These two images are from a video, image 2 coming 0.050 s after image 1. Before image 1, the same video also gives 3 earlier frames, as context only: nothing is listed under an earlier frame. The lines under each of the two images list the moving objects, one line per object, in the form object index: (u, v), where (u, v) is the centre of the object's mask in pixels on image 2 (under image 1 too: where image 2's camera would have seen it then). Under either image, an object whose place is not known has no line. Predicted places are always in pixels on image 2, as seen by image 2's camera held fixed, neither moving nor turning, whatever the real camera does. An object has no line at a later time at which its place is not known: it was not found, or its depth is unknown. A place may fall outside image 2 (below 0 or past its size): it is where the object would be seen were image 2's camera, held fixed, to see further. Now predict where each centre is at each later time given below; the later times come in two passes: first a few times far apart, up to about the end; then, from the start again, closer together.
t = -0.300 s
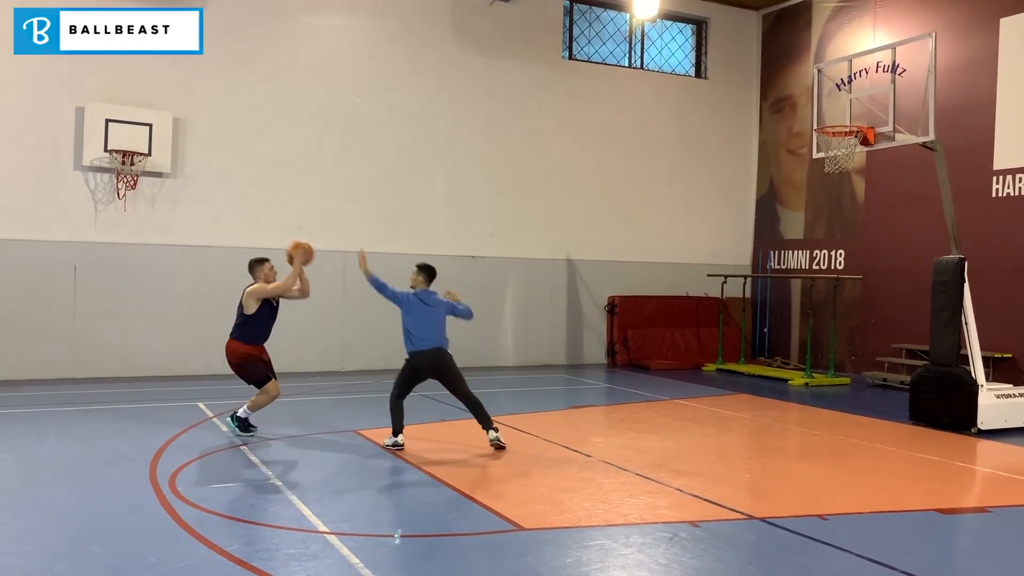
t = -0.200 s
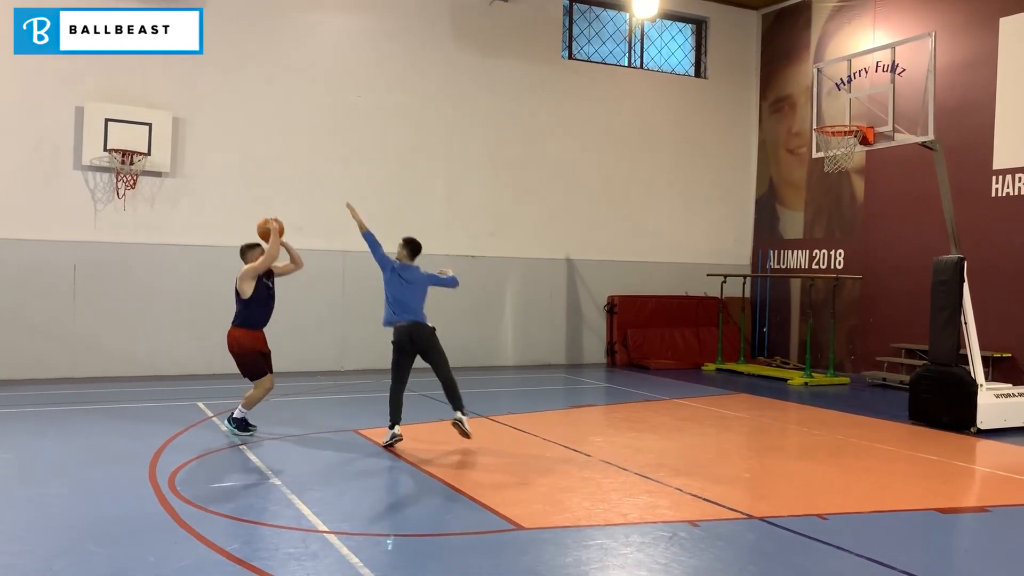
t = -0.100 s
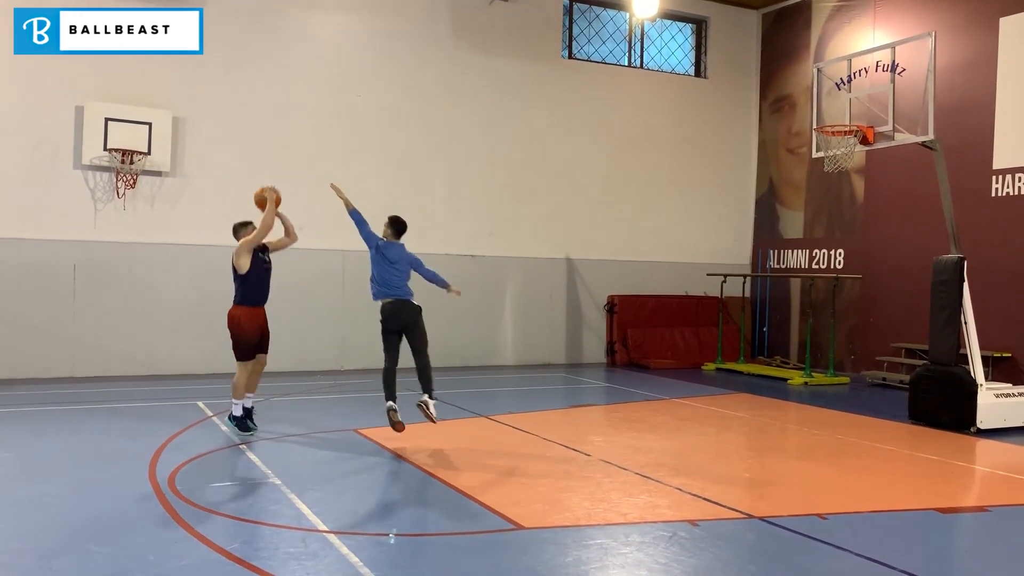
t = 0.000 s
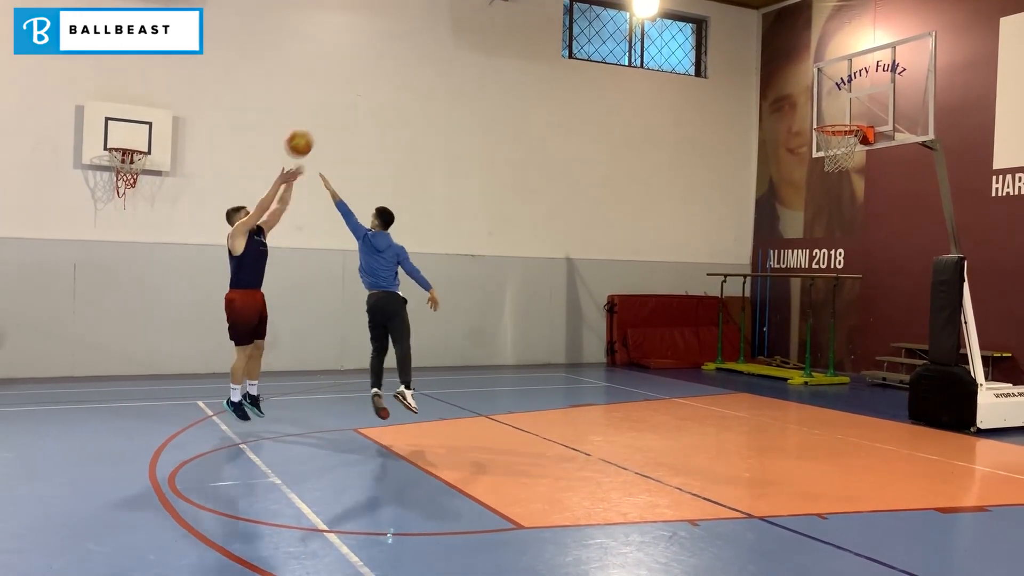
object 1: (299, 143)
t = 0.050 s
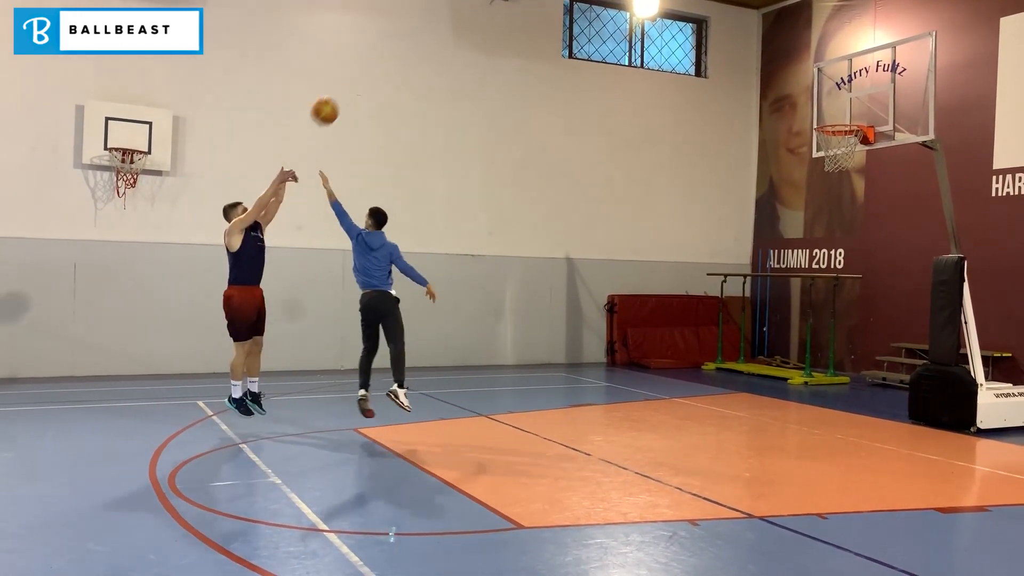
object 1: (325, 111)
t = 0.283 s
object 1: (443, 5)
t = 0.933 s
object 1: (732, -2)
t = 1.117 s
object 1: (805, 62)
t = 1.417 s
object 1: (822, 192)
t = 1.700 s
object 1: (779, 328)
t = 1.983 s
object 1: (735, 341)
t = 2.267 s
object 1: (687, 254)
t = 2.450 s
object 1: (656, 238)
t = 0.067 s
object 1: (333, 101)
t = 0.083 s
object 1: (342, 91)
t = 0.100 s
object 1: (350, 82)
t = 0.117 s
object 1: (359, 73)
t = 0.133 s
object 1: (368, 64)
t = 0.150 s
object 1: (376, 55)
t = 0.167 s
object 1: (384, 47)
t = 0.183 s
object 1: (393, 38)
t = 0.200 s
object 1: (401, 31)
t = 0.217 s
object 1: (409, 24)
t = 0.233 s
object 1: (418, 16)
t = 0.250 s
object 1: (426, 12)
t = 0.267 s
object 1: (434, 8)
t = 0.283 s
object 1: (443, 5)
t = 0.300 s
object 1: (450, 2)
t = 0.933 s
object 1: (732, -2)
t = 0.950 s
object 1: (739, 0)
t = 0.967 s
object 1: (745, 3)
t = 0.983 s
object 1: (752, 6)
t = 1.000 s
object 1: (759, 13)
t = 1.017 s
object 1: (765, 19)
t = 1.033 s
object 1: (772, 25)
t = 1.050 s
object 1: (778, 32)
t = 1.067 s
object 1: (784, 39)
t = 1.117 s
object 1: (805, 62)
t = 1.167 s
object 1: (824, 87)
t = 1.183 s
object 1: (831, 96)
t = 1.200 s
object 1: (837, 106)
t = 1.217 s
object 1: (844, 115)
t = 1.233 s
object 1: (850, 124)
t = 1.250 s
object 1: (853, 132)
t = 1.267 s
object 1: (849, 138)
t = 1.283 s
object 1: (846, 146)
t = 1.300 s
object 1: (843, 152)
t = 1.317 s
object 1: (836, 162)
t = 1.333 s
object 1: (838, 167)
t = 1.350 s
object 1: (833, 169)
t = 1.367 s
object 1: (831, 174)
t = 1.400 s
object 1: (825, 185)
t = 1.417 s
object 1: (822, 192)
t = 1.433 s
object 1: (820, 197)
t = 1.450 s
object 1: (817, 204)
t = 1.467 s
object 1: (814, 210)
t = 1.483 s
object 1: (812, 217)
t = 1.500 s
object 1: (809, 225)
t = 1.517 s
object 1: (807, 233)
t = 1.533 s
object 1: (804, 239)
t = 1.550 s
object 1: (801, 248)
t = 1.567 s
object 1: (799, 255)
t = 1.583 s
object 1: (797, 264)
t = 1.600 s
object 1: (793, 273)
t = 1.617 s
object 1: (791, 282)
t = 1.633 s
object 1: (788, 290)
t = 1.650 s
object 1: (786, 299)
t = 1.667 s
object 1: (783, 309)
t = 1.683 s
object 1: (781, 318)
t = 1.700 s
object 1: (779, 328)
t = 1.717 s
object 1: (777, 338)
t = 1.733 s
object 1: (775, 348)
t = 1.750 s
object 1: (772, 357)
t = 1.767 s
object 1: (770, 368)
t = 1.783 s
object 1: (767, 379)
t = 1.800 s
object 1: (765, 389)
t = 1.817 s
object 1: (763, 401)
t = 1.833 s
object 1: (761, 413)
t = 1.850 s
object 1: (758, 408)
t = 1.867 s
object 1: (755, 397)
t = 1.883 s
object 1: (752, 389)
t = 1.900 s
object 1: (749, 380)
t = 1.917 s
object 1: (746, 372)
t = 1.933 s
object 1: (743, 364)
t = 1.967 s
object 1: (737, 348)
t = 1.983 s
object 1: (735, 341)
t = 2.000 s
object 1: (732, 334)
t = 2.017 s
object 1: (730, 326)
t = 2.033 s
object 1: (726, 320)
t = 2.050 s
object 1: (724, 313)
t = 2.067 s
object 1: (721, 307)
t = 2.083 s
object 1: (718, 301)
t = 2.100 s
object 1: (715, 296)
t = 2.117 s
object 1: (713, 290)
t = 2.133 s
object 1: (710, 286)
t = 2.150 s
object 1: (707, 280)
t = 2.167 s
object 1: (704, 276)
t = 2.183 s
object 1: (701, 271)
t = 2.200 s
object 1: (698, 268)
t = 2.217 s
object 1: (696, 264)
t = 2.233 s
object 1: (693, 260)
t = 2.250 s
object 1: (690, 257)
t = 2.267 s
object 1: (687, 254)
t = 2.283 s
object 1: (684, 251)
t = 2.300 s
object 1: (681, 249)
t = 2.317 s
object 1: (679, 246)
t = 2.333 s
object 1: (676, 245)
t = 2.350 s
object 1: (673, 243)
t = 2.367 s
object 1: (670, 241)
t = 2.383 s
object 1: (667, 240)
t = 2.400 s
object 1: (664, 239)
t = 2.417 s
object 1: (661, 239)
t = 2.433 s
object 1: (659, 238)
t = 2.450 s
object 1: (656, 238)
